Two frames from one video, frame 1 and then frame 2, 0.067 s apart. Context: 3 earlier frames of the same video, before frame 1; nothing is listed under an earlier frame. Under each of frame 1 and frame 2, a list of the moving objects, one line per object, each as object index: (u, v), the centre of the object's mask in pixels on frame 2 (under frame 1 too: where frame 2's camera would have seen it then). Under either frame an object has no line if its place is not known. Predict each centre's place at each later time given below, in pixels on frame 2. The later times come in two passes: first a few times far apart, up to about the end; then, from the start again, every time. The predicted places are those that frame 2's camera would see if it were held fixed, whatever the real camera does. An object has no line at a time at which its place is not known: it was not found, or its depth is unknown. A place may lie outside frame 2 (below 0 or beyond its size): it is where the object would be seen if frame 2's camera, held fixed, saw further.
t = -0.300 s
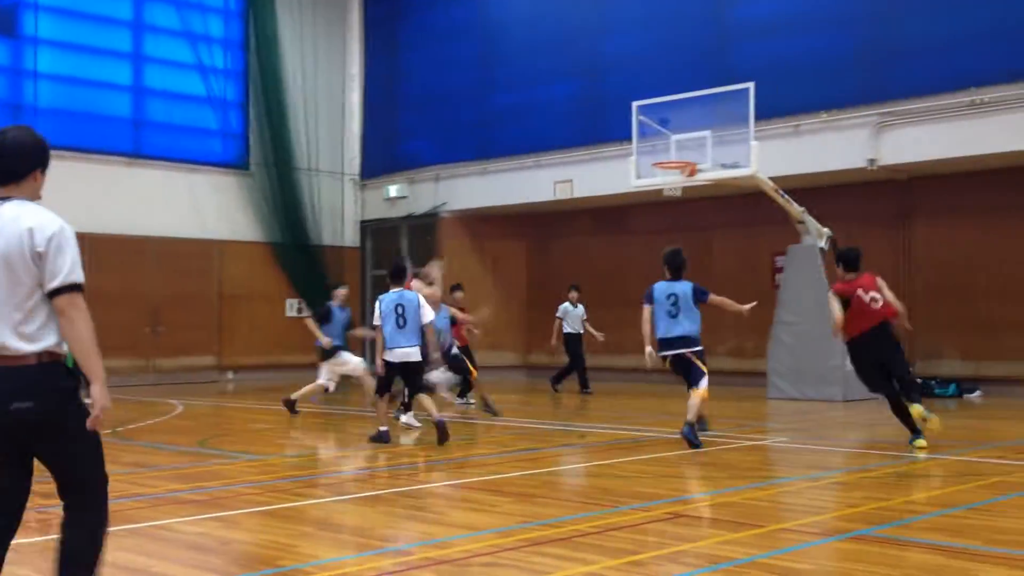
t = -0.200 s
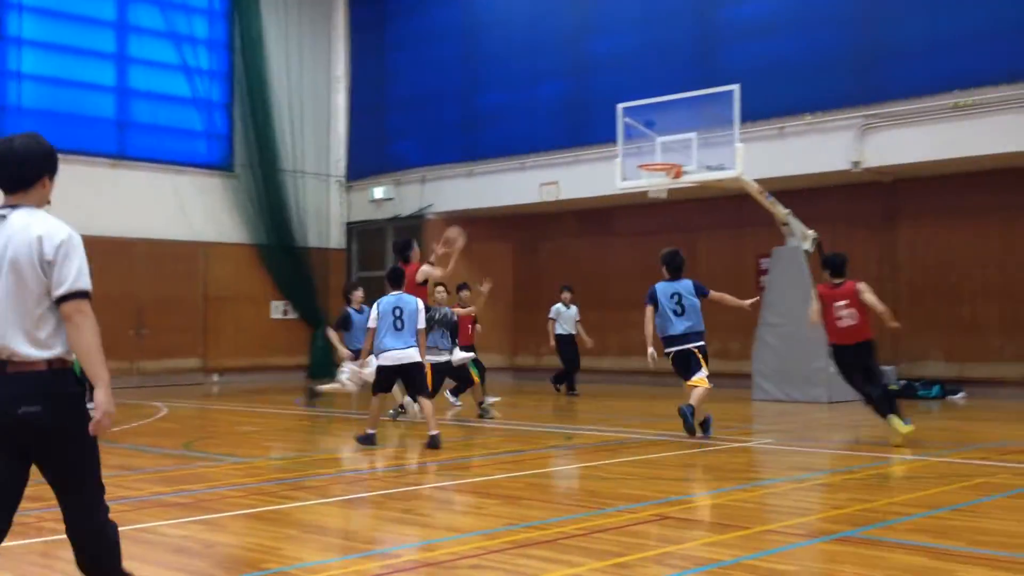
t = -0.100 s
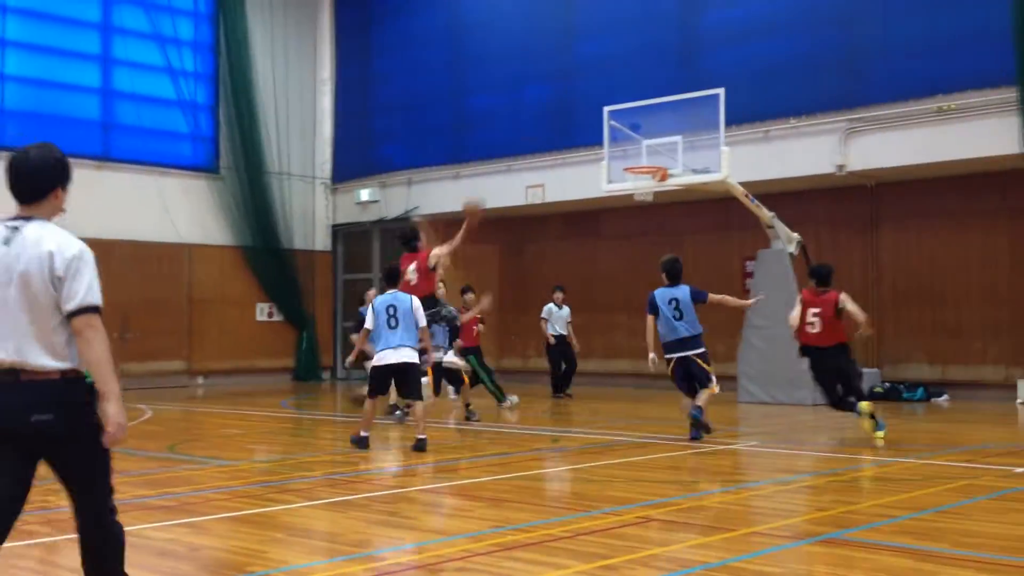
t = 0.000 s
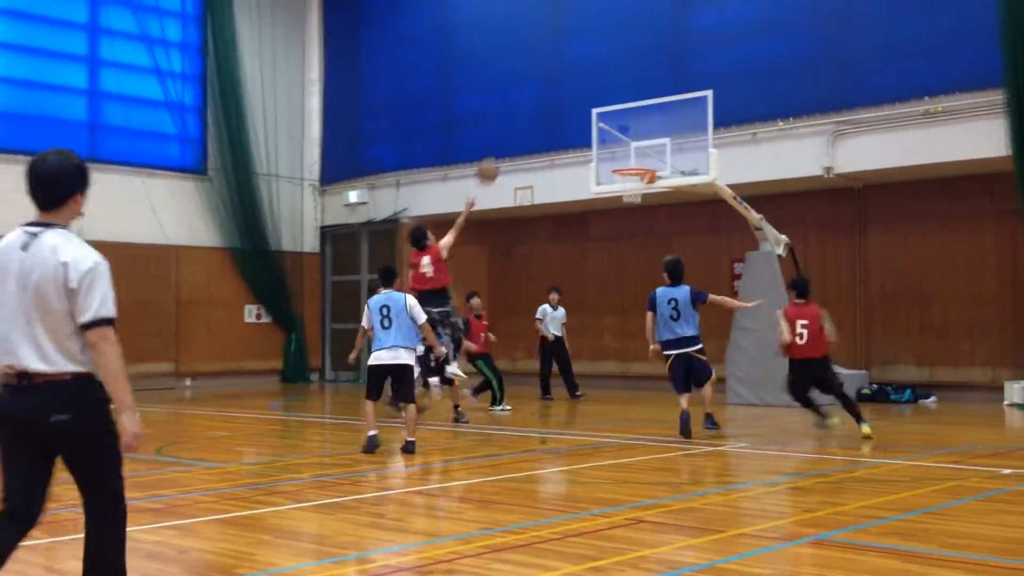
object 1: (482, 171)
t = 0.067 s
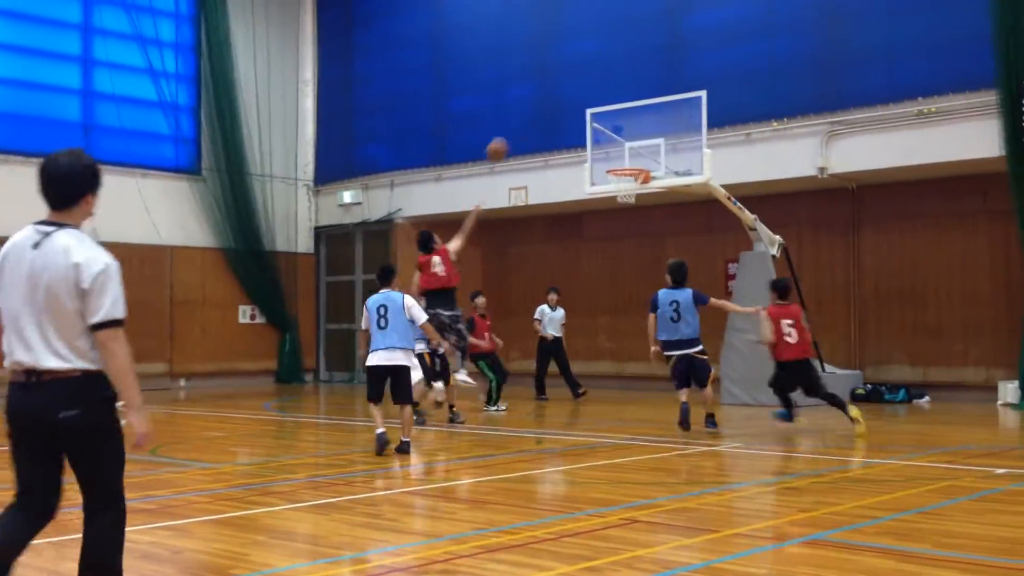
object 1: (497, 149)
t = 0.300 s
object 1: (548, 111)
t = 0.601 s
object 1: (607, 128)
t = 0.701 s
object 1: (624, 149)
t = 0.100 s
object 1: (505, 141)
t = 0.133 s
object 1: (512, 133)
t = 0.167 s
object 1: (519, 127)
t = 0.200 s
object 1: (526, 122)
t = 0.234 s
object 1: (534, 117)
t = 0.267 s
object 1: (541, 113)
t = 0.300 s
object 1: (548, 111)
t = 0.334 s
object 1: (555, 109)
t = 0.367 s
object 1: (561, 108)
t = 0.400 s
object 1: (568, 108)
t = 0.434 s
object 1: (574, 109)
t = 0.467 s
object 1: (580, 110)
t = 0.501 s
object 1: (587, 113)
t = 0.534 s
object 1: (594, 118)
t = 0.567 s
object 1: (600, 123)
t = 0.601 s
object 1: (607, 128)
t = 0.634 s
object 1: (613, 135)
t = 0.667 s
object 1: (619, 142)
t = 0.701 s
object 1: (624, 149)
